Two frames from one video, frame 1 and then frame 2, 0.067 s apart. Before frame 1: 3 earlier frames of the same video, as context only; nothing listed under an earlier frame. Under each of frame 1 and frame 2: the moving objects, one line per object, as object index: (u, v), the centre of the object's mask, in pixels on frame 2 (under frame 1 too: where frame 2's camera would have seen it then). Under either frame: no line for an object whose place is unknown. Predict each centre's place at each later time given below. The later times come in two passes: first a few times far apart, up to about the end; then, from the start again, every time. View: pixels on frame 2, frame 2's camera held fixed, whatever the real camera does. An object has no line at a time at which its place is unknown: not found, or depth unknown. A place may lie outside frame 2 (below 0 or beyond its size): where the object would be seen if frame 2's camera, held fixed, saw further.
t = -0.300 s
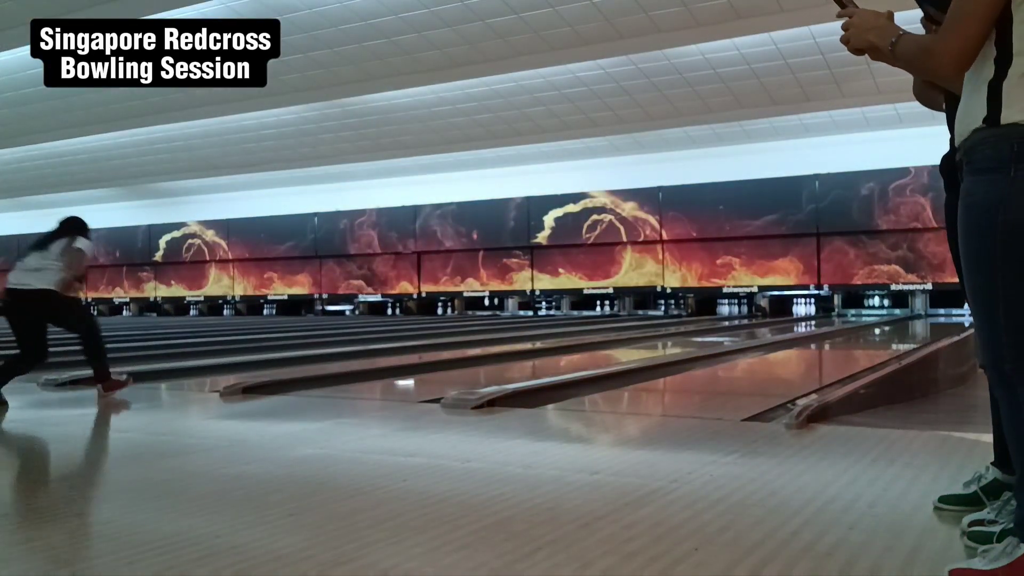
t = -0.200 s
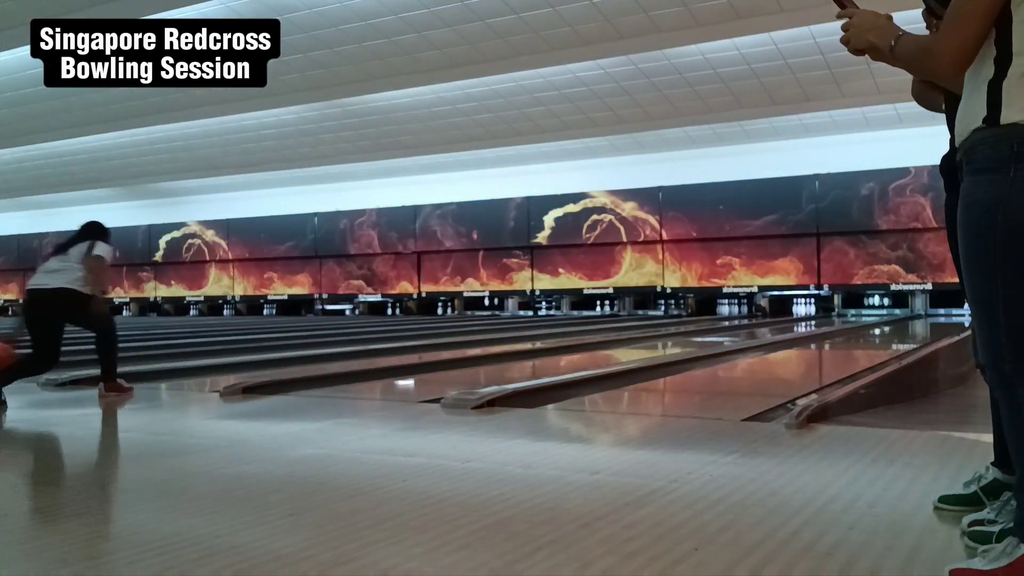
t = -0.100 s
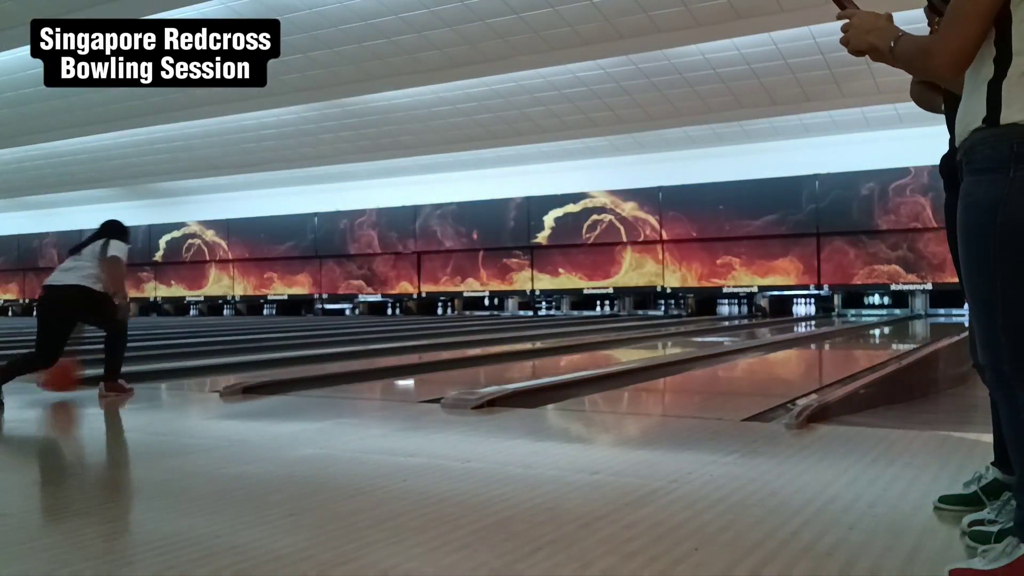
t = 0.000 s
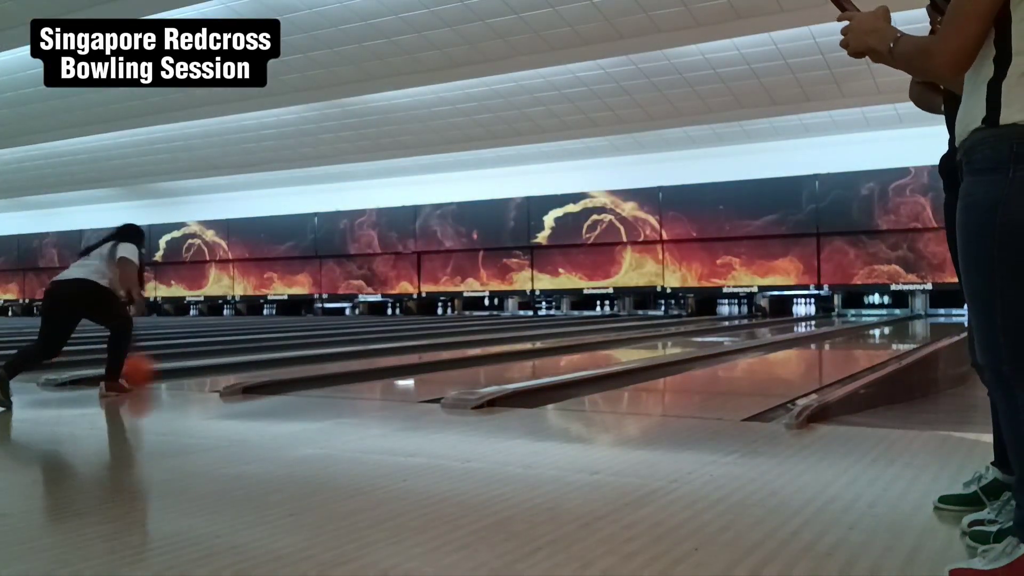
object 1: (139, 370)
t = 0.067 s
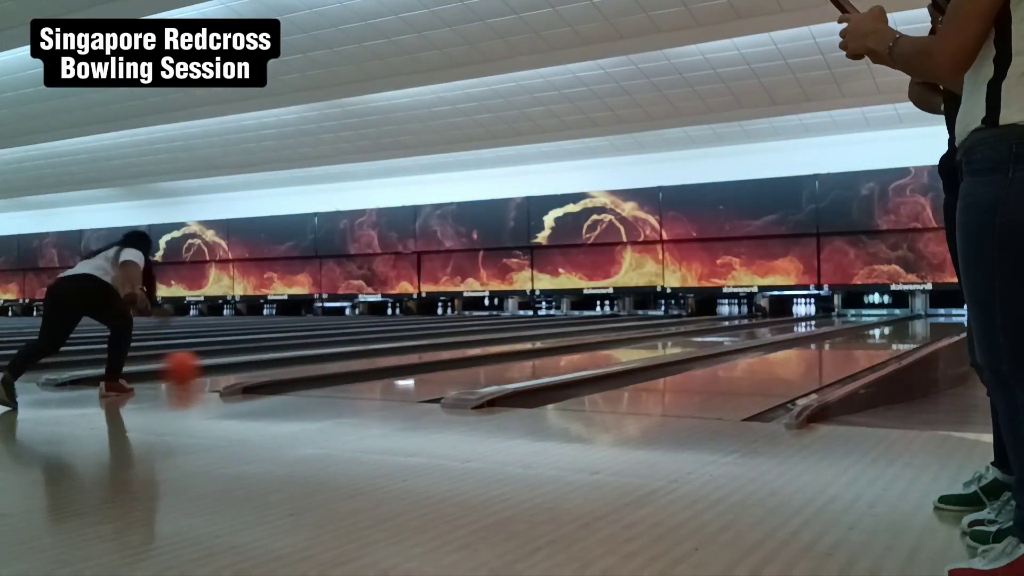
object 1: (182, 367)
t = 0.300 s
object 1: (313, 355)
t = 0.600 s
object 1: (432, 344)
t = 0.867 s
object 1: (508, 336)
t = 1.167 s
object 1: (574, 331)
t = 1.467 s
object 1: (625, 326)
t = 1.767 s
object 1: (667, 322)
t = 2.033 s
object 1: (697, 320)
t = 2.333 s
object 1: (726, 317)
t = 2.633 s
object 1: (750, 315)
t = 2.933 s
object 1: (770, 313)
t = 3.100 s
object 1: (779, 312)
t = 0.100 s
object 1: (204, 364)
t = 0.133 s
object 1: (224, 363)
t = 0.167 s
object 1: (243, 361)
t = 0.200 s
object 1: (262, 359)
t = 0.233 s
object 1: (280, 357)
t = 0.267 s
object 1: (297, 356)
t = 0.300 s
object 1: (313, 355)
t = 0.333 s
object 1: (328, 353)
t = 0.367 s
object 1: (344, 352)
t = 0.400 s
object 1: (358, 351)
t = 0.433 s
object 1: (371, 350)
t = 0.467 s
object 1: (384, 348)
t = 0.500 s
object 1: (397, 347)
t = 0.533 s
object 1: (409, 346)
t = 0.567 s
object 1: (421, 345)
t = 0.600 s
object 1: (432, 344)
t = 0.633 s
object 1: (442, 343)
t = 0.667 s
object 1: (452, 342)
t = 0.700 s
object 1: (463, 341)
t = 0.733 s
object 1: (472, 340)
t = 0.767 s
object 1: (482, 339)
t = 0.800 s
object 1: (491, 338)
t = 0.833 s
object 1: (499, 337)
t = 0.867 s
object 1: (508, 336)
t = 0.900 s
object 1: (516, 336)
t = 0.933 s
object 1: (524, 335)
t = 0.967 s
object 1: (532, 334)
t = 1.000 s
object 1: (539, 334)
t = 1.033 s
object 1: (547, 333)
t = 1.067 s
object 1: (554, 332)
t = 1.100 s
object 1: (561, 332)
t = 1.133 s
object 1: (568, 331)
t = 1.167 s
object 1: (574, 331)
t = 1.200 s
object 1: (580, 330)
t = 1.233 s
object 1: (587, 329)
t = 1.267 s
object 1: (593, 329)
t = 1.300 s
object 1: (598, 328)
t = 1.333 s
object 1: (604, 328)
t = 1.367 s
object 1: (610, 327)
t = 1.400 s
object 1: (615, 327)
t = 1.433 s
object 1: (620, 326)
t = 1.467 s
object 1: (625, 326)
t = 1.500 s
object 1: (630, 325)
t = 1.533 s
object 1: (636, 325)
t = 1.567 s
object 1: (640, 324)
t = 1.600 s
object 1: (645, 324)
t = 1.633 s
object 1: (650, 324)
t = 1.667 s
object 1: (654, 323)
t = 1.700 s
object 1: (658, 323)
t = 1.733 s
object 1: (663, 323)
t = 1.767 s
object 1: (667, 322)
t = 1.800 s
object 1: (671, 322)
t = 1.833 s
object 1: (675, 322)
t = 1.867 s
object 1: (679, 321)
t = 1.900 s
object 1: (683, 321)
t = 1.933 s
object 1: (687, 321)
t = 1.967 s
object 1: (690, 320)
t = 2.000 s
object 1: (694, 320)
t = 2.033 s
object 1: (697, 320)
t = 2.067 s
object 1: (701, 319)
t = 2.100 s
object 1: (704, 319)
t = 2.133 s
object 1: (707, 319)
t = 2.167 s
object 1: (711, 318)
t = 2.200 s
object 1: (714, 318)
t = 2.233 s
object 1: (717, 318)
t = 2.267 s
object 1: (720, 318)
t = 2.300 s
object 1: (723, 318)
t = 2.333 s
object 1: (726, 317)
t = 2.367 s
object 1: (729, 317)
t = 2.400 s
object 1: (732, 317)
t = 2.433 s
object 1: (734, 317)
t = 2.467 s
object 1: (738, 316)
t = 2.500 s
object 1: (740, 316)
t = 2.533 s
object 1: (743, 316)
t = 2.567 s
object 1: (745, 316)
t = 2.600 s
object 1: (748, 315)
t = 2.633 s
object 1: (750, 315)
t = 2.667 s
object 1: (753, 315)
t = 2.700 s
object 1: (755, 315)
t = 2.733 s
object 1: (757, 314)
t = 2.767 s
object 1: (759, 314)
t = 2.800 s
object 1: (761, 314)
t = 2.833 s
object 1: (764, 313)
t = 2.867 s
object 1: (766, 313)
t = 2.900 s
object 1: (768, 313)
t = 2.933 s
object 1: (770, 313)
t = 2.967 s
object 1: (772, 313)
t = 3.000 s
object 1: (773, 313)
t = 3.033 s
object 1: (776, 312)
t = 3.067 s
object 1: (777, 312)
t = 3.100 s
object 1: (779, 312)
